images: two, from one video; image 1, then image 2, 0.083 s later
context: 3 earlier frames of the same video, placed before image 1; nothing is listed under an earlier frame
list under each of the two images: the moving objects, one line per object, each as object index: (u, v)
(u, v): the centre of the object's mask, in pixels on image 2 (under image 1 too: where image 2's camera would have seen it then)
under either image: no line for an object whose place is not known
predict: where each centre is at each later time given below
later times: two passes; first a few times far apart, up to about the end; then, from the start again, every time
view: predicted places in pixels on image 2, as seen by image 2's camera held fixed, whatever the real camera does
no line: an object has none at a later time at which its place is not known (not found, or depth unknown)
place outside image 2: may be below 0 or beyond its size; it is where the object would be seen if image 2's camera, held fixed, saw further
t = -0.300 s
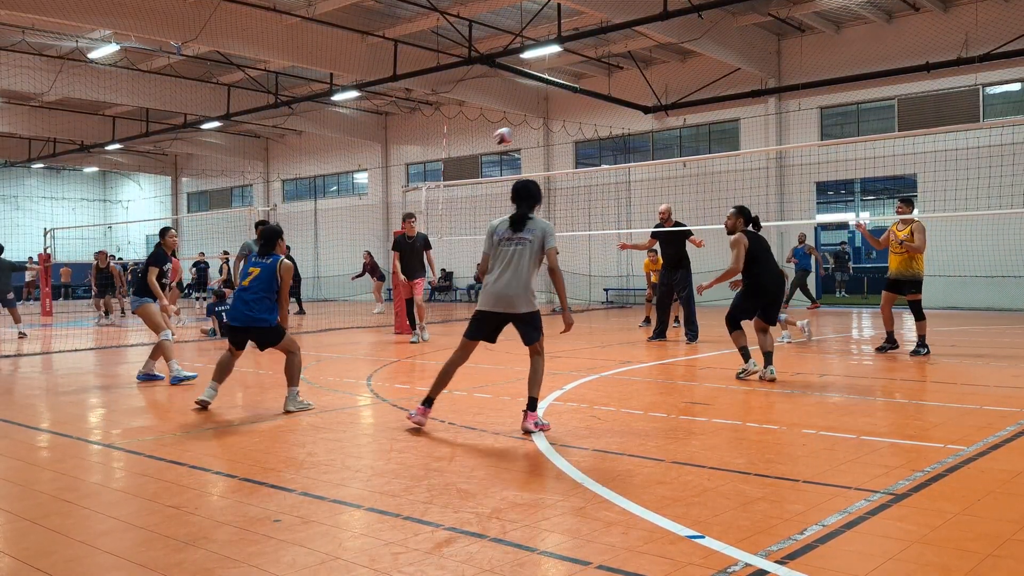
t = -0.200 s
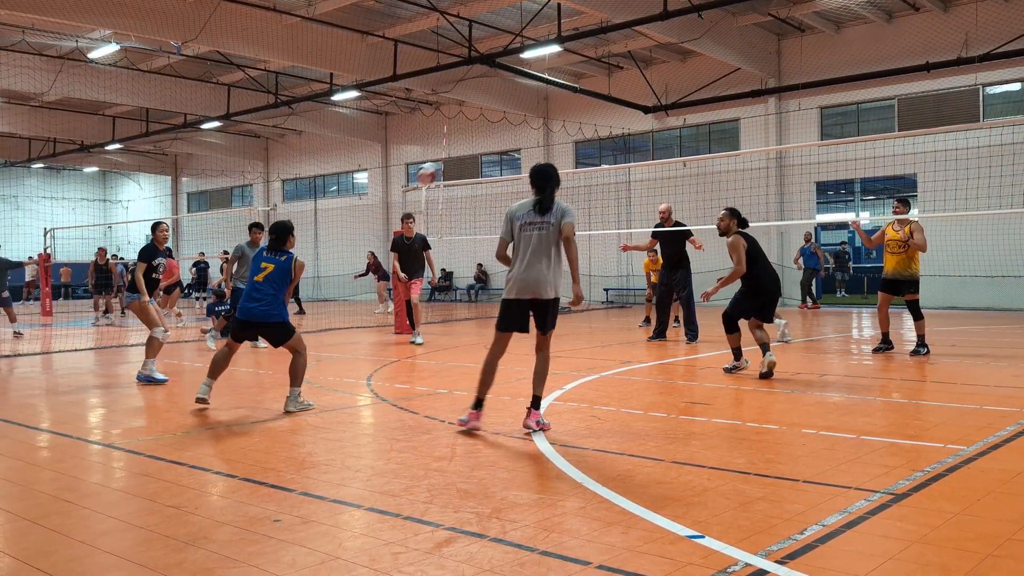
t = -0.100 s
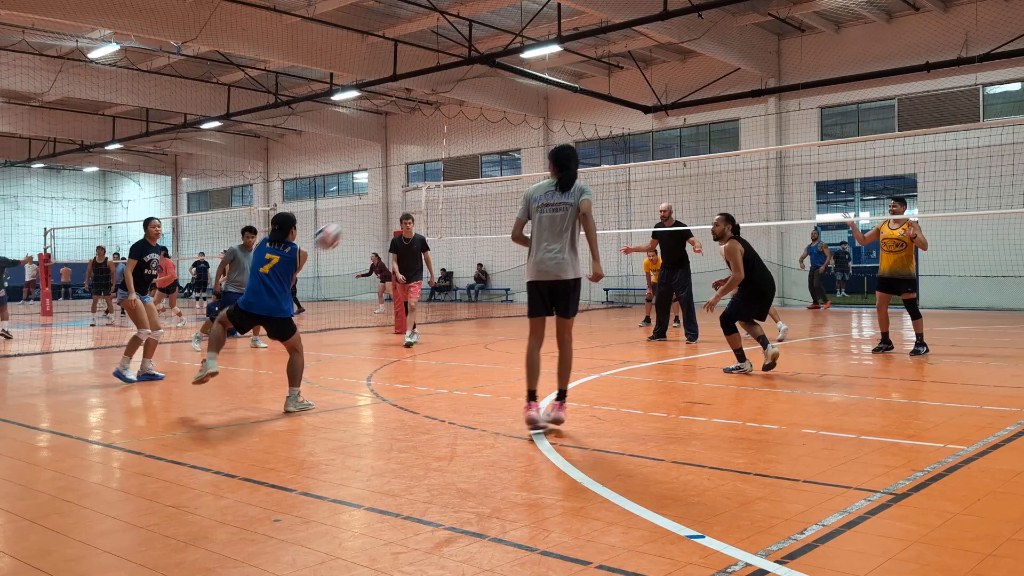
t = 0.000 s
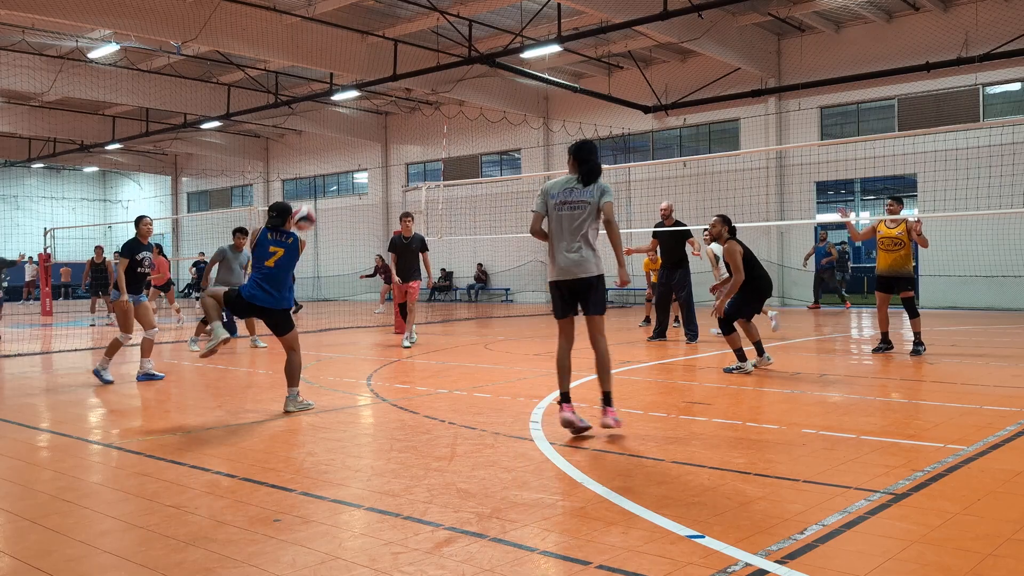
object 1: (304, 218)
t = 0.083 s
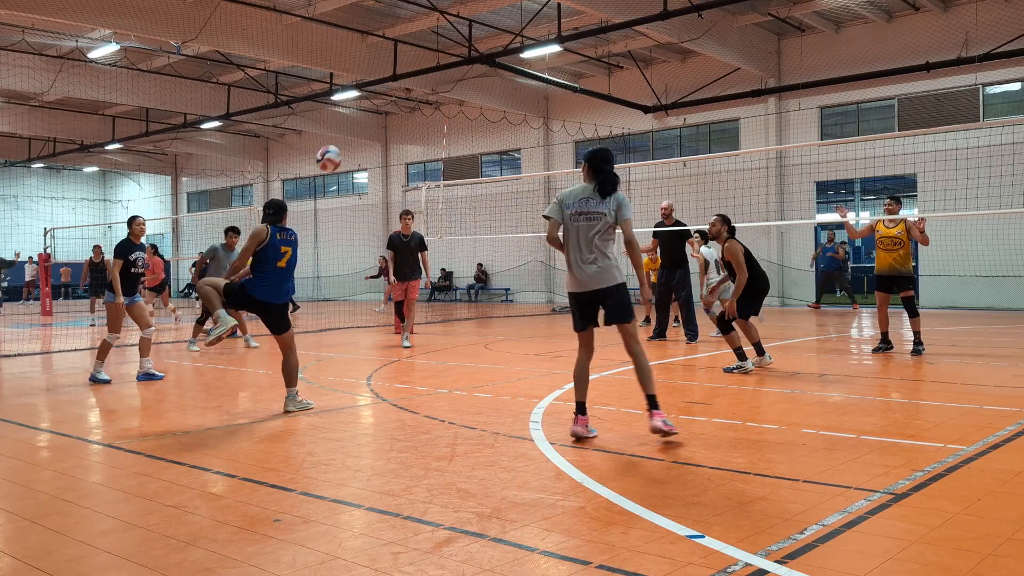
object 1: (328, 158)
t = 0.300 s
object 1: (390, 56)
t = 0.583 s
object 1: (460, 11)
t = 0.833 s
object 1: (515, 41)
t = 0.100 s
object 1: (334, 148)
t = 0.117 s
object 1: (338, 138)
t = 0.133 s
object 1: (343, 129)
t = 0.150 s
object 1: (349, 119)
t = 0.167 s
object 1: (353, 111)
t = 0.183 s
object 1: (358, 103)
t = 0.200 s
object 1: (362, 94)
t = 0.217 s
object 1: (367, 87)
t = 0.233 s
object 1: (371, 81)
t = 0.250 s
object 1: (376, 73)
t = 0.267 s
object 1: (381, 67)
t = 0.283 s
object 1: (385, 62)
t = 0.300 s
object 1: (390, 56)
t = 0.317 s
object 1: (394, 51)
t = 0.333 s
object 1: (399, 45)
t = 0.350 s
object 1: (403, 41)
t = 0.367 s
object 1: (408, 37)
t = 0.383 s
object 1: (412, 33)
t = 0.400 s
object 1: (416, 30)
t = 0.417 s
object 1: (420, 27)
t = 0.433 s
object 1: (424, 23)
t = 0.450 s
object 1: (428, 21)
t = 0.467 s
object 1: (433, 19)
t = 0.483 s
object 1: (437, 17)
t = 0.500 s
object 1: (441, 14)
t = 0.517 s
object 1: (445, 14)
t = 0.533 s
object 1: (448, 12)
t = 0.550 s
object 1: (452, 11)
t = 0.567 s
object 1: (455, 11)
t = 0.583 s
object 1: (460, 11)
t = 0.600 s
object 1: (463, 11)
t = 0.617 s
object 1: (467, 11)
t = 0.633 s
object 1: (470, 12)
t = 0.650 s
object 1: (475, 13)
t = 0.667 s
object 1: (478, 14)
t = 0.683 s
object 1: (483, 15)
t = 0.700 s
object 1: (487, 17)
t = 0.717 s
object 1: (490, 19)
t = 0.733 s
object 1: (493, 21)
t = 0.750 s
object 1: (497, 24)
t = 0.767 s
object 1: (500, 26)
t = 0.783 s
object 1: (504, 29)
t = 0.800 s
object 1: (508, 33)
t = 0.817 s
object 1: (511, 36)
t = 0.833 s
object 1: (515, 41)
